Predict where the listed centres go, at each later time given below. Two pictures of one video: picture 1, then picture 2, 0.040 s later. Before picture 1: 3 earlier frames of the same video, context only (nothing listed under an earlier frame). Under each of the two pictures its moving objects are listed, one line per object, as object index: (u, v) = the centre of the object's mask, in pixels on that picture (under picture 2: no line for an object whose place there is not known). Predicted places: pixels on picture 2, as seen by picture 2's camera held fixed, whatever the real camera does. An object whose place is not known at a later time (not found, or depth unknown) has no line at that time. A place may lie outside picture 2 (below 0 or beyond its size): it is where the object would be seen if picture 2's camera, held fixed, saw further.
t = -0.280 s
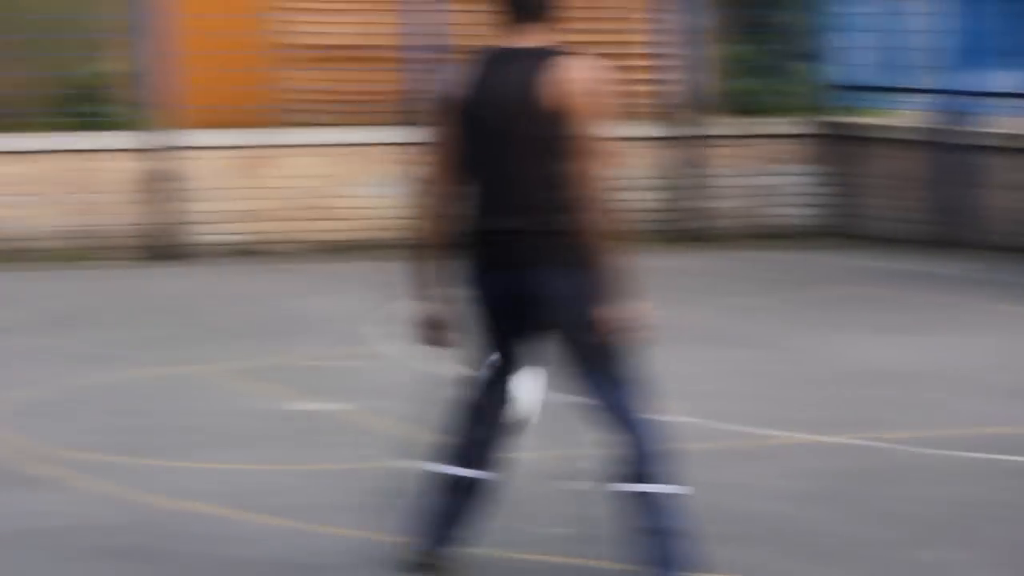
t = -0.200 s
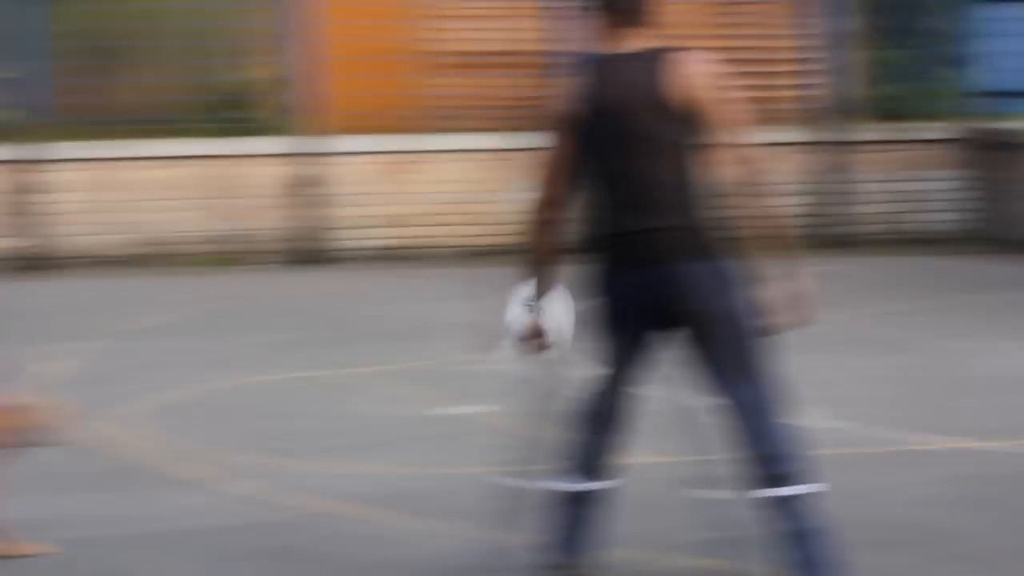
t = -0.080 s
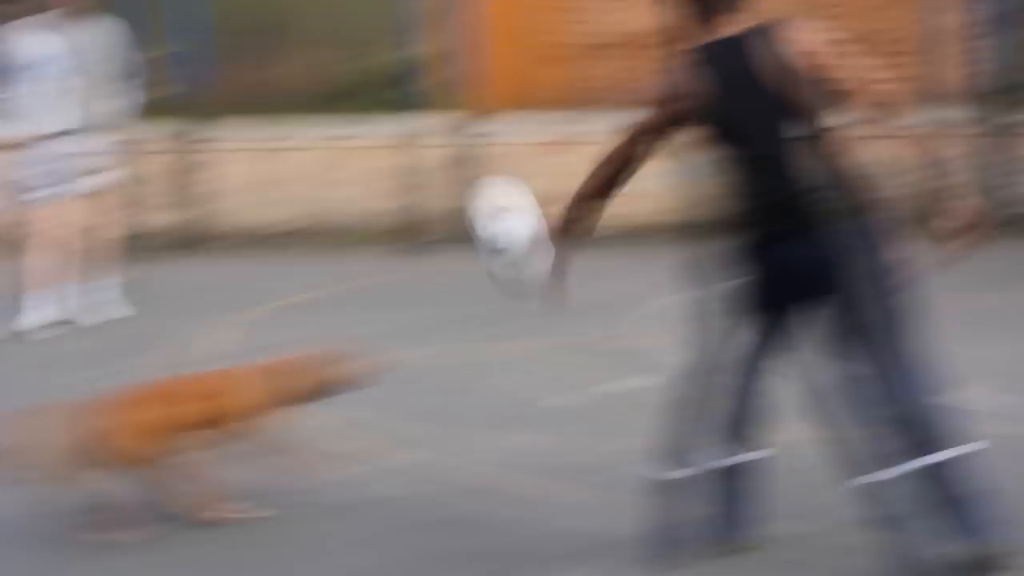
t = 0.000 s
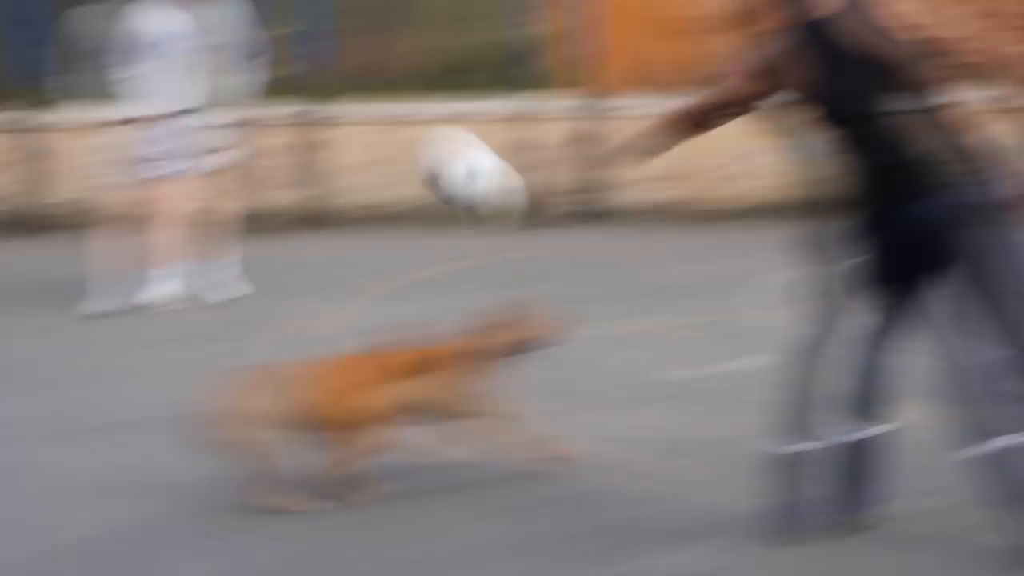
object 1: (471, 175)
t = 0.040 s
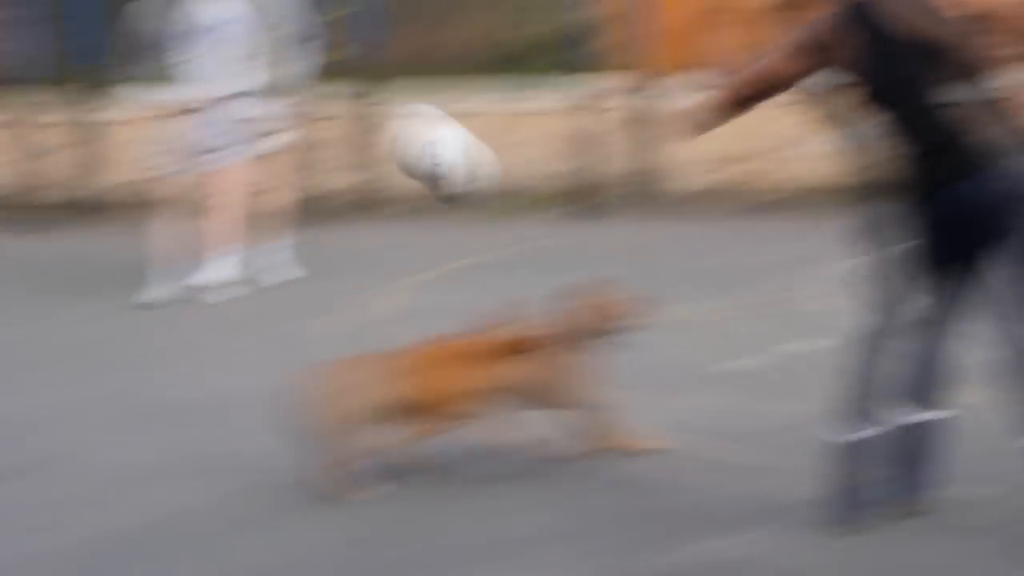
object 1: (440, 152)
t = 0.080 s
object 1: (362, 151)
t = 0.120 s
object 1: (278, 151)
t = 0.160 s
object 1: (193, 155)
